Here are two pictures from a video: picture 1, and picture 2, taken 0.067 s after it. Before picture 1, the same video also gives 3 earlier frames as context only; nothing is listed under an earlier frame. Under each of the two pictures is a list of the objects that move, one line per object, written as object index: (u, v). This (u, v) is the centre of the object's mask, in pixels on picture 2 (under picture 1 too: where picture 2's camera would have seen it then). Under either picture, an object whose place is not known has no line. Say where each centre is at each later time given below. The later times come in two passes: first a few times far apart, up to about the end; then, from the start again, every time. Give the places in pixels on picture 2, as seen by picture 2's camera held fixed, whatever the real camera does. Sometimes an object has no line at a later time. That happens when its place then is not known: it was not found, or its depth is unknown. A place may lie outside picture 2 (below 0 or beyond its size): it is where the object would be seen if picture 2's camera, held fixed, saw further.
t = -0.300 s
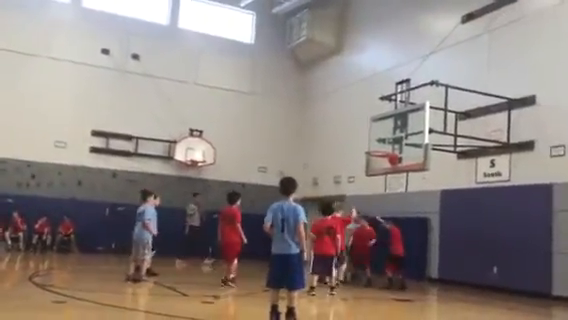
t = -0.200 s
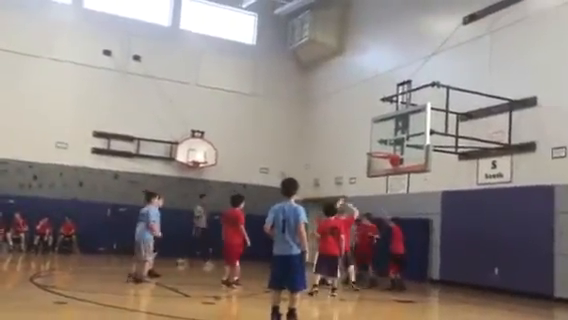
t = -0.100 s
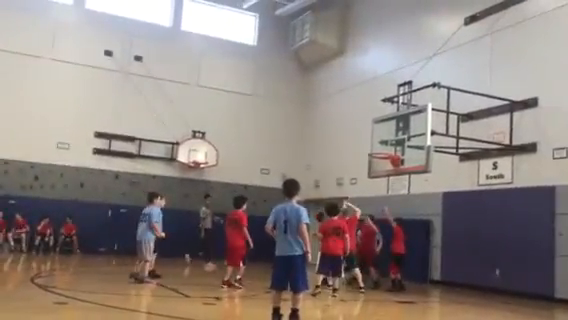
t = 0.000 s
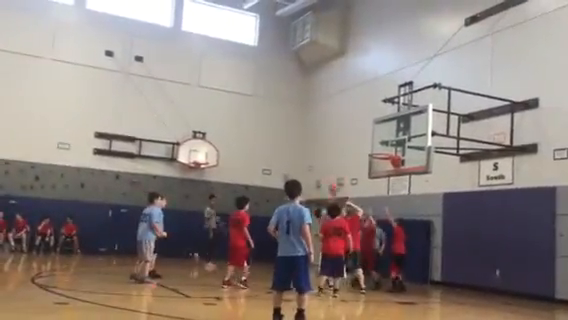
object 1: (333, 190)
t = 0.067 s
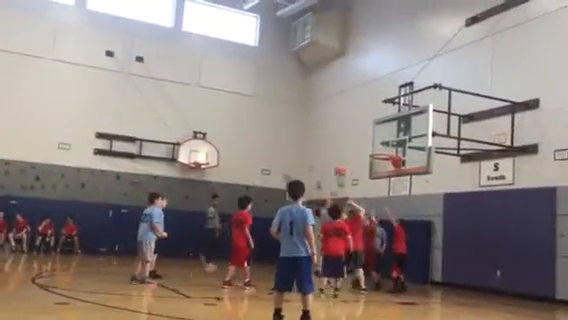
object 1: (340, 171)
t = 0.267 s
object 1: (355, 133)
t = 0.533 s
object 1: (371, 113)
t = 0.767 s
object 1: (385, 121)
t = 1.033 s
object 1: (395, 149)
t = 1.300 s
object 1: (387, 139)
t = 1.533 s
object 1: (379, 159)
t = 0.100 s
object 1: (342, 164)
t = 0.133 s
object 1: (344, 157)
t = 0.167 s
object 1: (346, 150)
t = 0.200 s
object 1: (349, 144)
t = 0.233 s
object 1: (352, 137)
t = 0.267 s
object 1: (355, 133)
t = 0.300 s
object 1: (357, 129)
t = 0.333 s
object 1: (359, 124)
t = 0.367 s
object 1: (361, 121)
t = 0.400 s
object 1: (363, 119)
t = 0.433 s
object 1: (365, 116)
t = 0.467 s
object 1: (367, 115)
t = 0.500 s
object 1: (369, 113)
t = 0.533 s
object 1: (371, 113)
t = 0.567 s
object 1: (374, 112)
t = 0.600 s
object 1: (377, 113)
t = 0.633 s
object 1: (379, 114)
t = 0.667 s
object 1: (380, 114)
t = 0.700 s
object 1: (379, 115)
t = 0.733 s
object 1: (382, 119)
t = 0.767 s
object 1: (385, 121)
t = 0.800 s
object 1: (386, 125)
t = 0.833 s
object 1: (388, 129)
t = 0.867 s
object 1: (391, 134)
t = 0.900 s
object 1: (394, 140)
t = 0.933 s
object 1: (395, 146)
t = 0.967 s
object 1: (394, 153)
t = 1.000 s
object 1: (395, 150)
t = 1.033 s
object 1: (395, 149)
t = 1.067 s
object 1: (393, 143)
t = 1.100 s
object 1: (391, 139)
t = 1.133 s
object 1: (391, 140)
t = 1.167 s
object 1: (390, 138)
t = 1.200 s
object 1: (390, 138)
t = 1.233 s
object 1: (389, 137)
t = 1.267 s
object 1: (389, 138)
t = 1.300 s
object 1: (387, 139)
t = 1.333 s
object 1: (387, 140)
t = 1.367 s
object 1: (385, 142)
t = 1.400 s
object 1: (384, 144)
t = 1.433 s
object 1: (382, 147)
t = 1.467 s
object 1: (380, 152)
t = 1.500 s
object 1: (379, 157)
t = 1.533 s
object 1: (379, 159)
